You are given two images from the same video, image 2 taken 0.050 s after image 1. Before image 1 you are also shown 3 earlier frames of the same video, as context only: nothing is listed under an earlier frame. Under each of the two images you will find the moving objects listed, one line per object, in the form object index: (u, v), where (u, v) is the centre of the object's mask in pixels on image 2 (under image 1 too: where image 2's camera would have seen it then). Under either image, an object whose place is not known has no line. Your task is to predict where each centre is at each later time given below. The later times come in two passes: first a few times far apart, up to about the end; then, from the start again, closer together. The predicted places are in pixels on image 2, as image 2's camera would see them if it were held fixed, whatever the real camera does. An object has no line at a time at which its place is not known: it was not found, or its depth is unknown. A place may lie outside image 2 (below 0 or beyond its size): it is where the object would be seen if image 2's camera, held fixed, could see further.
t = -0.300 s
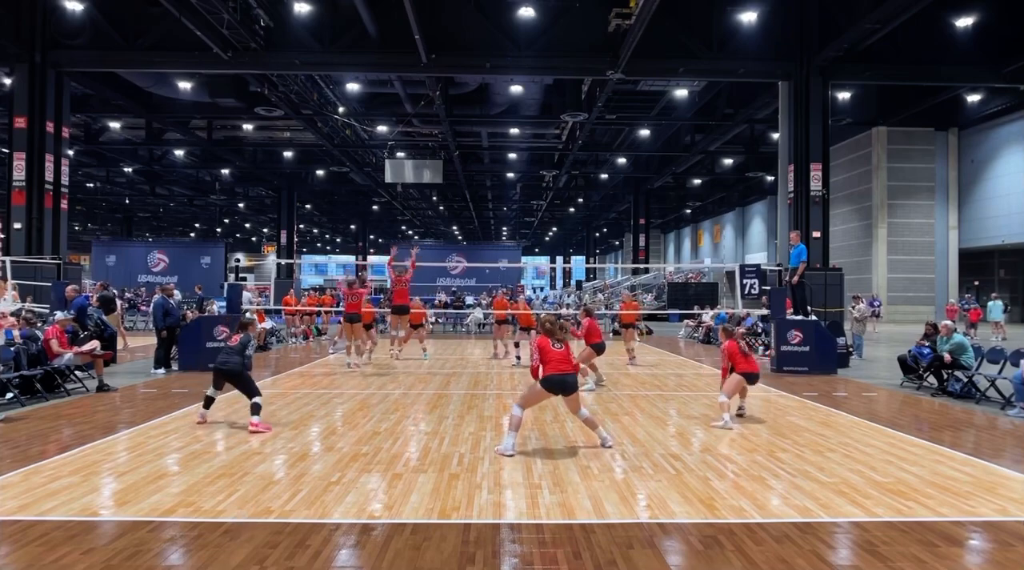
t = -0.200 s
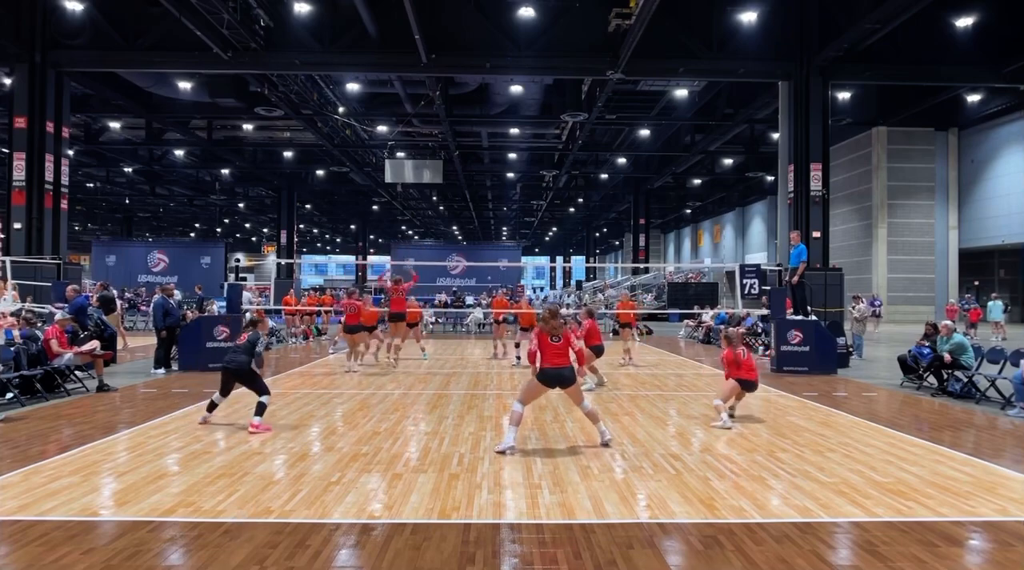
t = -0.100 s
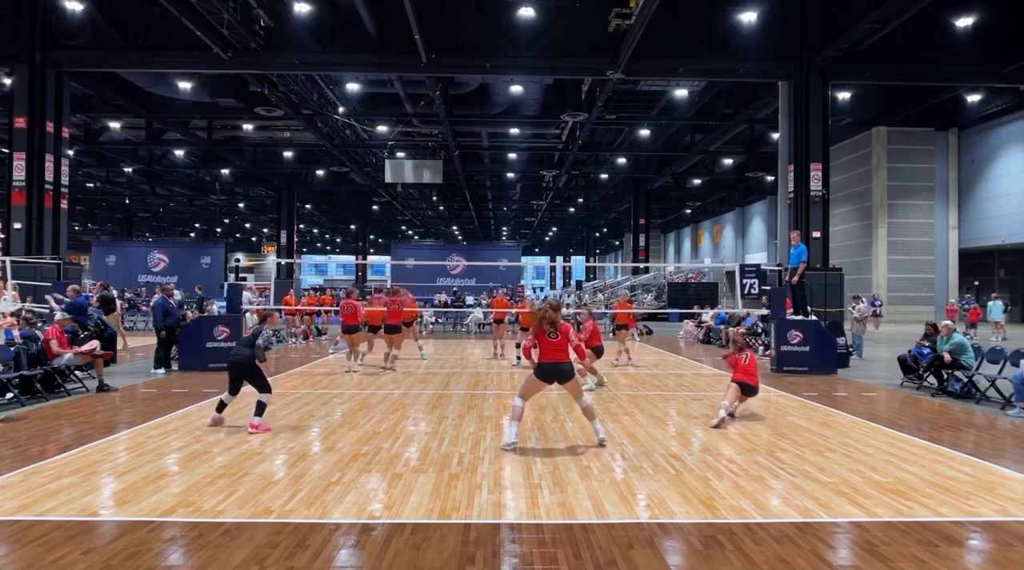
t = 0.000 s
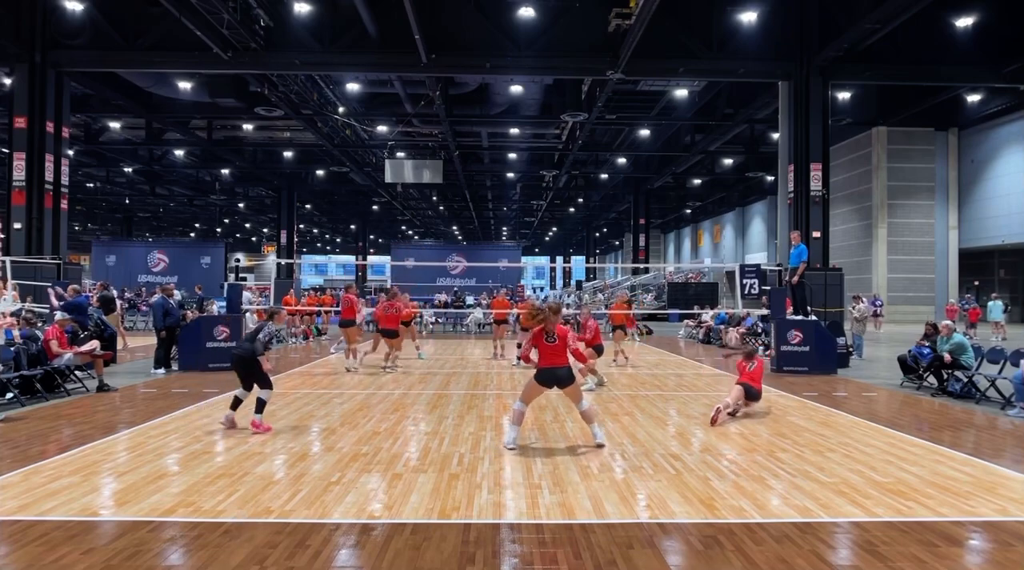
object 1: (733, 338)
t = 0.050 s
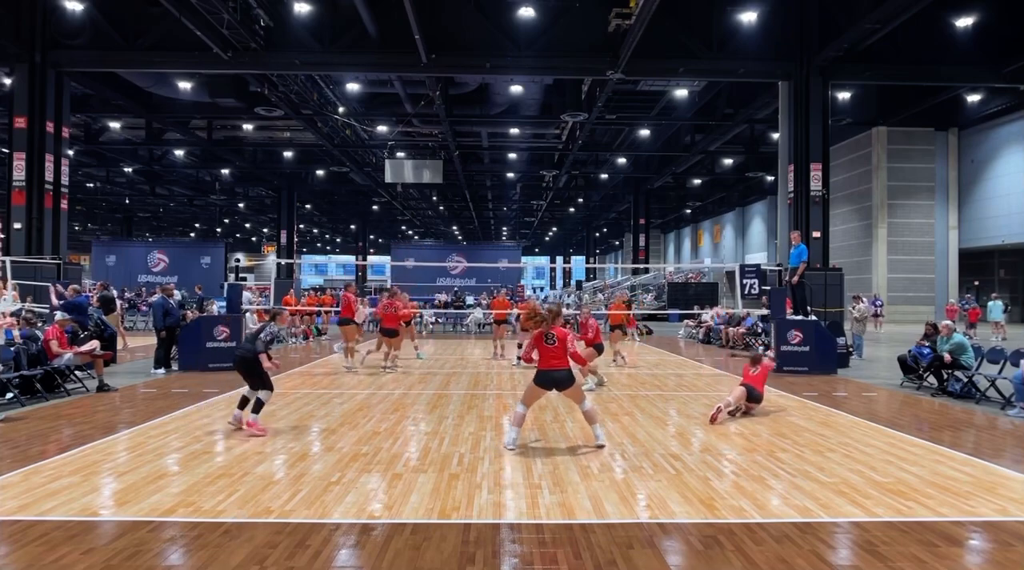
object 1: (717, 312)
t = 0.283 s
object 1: (658, 236)
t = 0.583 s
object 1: (596, 196)
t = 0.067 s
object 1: (712, 306)
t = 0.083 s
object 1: (709, 300)
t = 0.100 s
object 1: (704, 293)
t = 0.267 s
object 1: (662, 239)
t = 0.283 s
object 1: (658, 236)
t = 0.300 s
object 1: (654, 231)
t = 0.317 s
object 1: (650, 228)
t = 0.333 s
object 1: (647, 225)
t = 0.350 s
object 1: (643, 221)
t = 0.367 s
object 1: (639, 218)
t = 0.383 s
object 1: (636, 216)
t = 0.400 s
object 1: (632, 213)
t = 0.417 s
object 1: (628, 211)
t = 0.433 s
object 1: (625, 208)
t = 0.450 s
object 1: (622, 206)
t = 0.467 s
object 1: (618, 204)
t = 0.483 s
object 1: (615, 202)
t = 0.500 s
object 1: (612, 201)
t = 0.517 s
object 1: (608, 199)
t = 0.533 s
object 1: (606, 198)
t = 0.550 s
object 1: (602, 197)
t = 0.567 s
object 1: (599, 196)
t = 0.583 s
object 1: (596, 196)
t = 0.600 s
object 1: (593, 195)
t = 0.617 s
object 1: (590, 195)
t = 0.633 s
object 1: (587, 194)
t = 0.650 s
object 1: (584, 194)
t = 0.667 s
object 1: (581, 195)
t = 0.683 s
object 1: (578, 195)
